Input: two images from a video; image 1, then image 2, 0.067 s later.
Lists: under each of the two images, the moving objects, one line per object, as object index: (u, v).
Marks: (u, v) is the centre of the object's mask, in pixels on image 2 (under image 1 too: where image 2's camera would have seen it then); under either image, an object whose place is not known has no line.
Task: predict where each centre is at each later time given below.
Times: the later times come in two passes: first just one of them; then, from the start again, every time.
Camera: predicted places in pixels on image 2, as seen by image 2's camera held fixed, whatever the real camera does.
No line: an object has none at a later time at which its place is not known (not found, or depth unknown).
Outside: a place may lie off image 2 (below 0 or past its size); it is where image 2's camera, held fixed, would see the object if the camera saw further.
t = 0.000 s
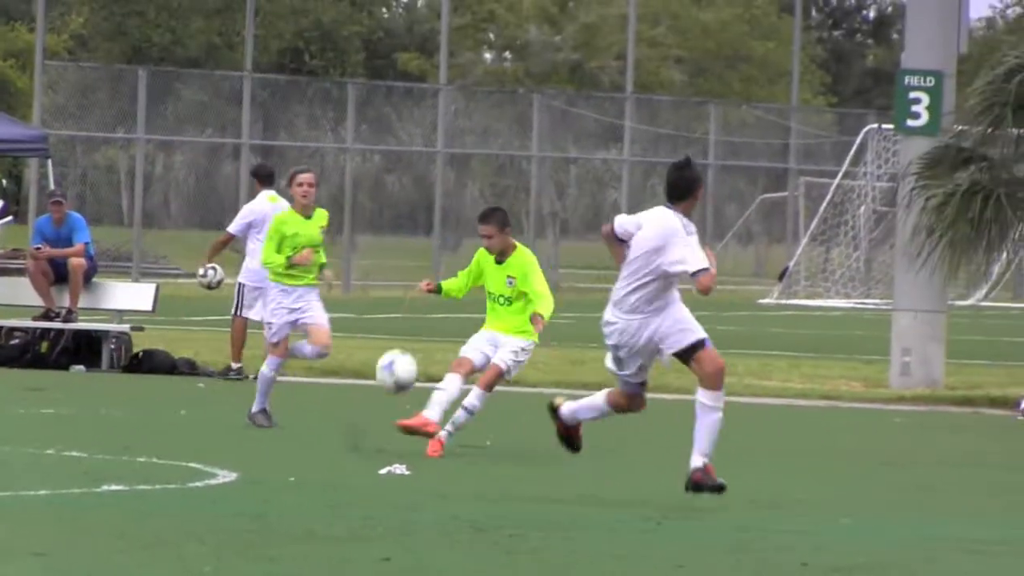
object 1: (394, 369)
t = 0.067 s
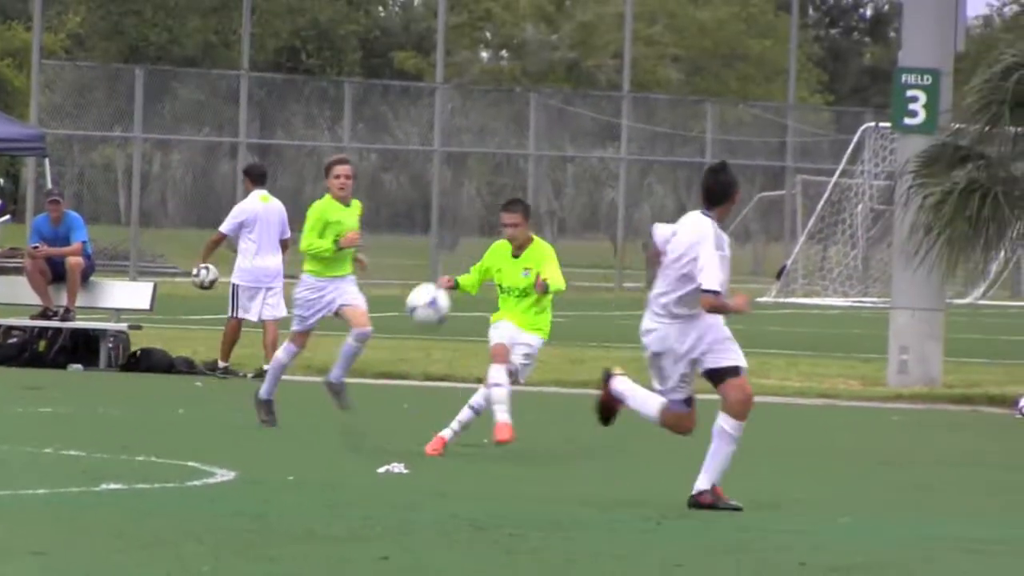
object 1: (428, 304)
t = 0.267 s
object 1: (545, 157)
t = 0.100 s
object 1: (446, 275)
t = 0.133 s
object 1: (464, 248)
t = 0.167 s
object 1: (483, 222)
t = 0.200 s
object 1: (503, 198)
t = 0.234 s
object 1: (524, 177)
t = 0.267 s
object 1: (545, 157)
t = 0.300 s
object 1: (565, 143)
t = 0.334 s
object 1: (587, 132)
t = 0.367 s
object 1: (608, 123)
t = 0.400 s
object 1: (629, 117)
